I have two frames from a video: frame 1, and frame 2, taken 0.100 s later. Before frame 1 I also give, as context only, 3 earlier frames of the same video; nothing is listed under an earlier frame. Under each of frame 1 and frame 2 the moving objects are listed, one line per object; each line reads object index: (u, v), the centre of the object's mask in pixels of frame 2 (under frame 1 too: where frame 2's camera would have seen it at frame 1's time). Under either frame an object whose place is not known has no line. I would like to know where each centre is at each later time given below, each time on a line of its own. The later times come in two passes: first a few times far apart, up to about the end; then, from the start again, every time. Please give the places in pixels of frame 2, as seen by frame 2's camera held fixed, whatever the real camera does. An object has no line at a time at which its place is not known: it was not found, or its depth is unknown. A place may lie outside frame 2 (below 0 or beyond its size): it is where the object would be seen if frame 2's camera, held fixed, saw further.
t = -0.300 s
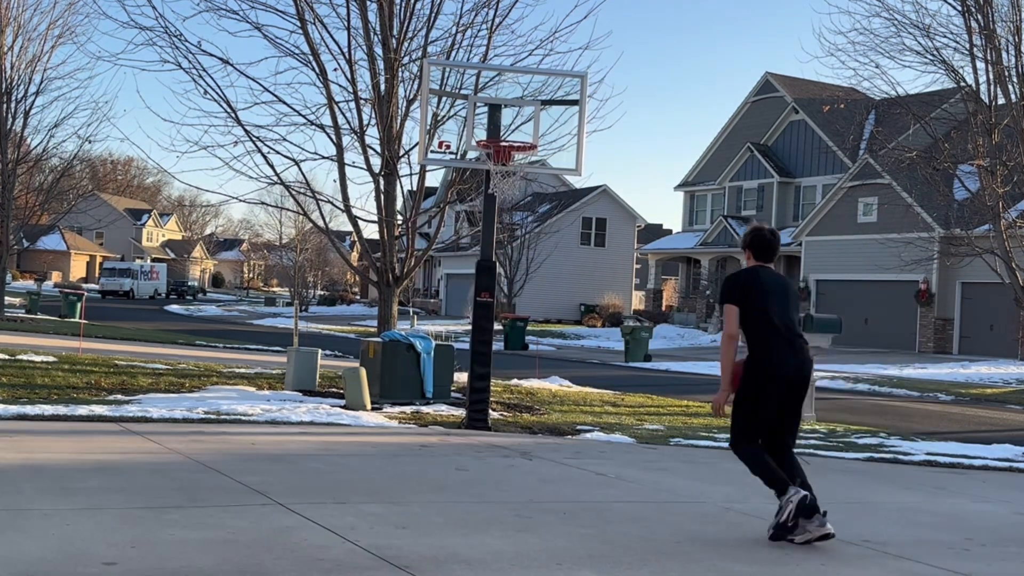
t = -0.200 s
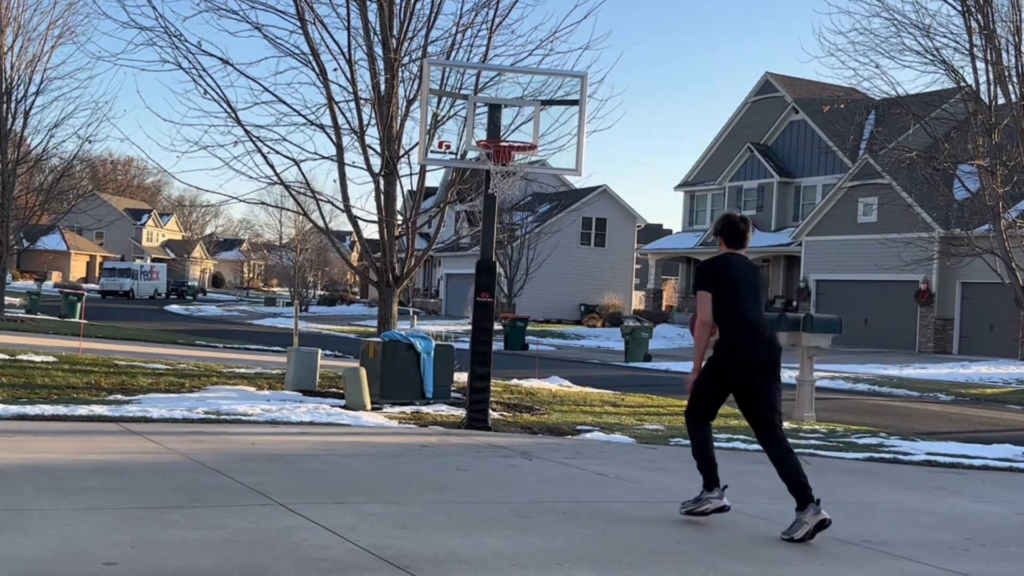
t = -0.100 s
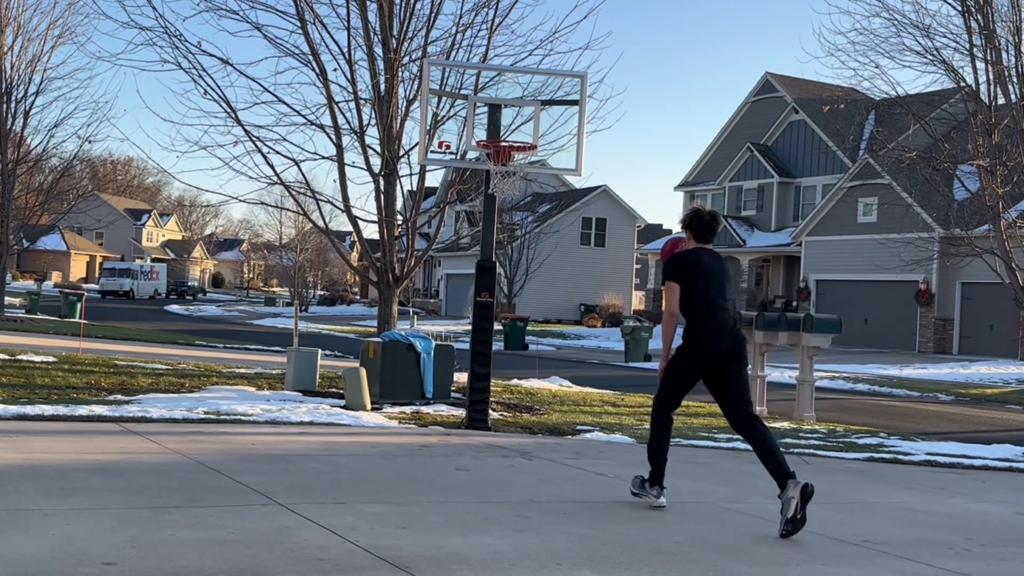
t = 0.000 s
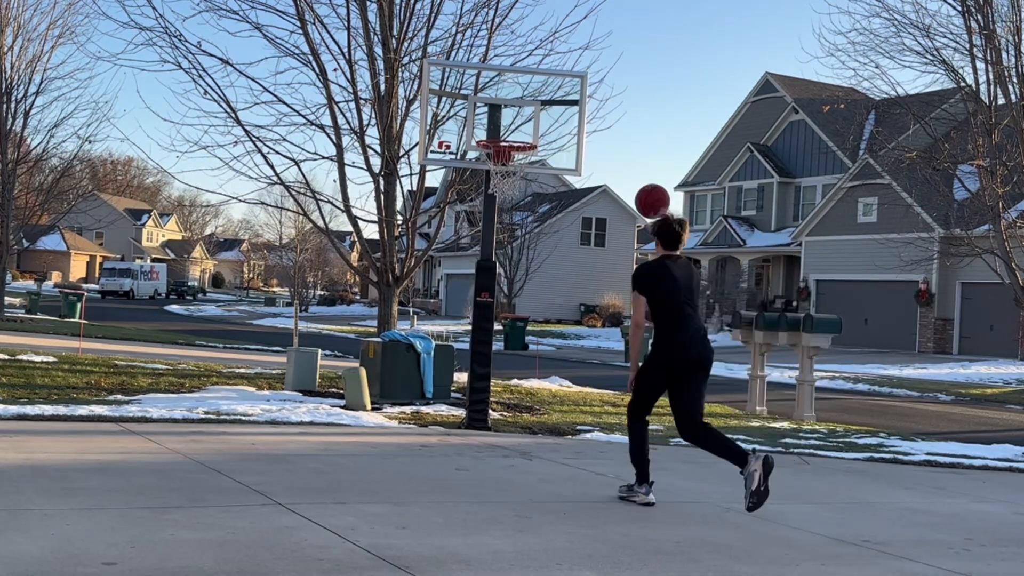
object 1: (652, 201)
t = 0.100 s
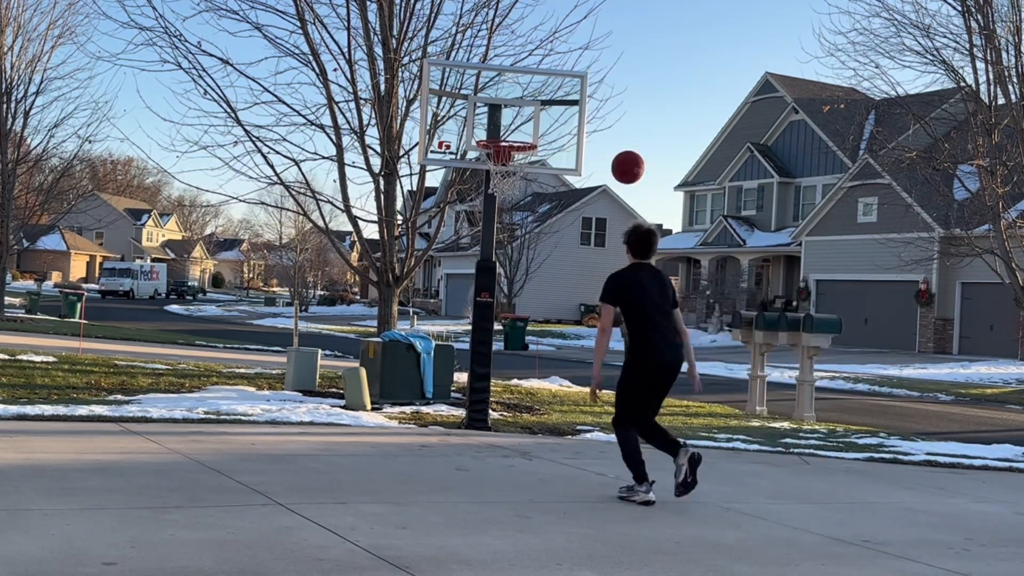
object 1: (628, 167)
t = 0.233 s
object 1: (597, 147)
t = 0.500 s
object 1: (561, 158)
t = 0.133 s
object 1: (620, 160)
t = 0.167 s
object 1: (612, 154)
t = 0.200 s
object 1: (605, 150)
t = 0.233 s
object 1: (597, 147)
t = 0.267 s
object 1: (590, 147)
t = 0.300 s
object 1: (583, 147)
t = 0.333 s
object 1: (577, 149)
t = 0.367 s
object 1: (570, 151)
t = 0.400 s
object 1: (563, 156)
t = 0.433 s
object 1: (561, 156)
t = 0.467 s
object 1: (561, 156)
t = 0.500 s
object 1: (561, 158)
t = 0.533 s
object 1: (561, 160)
